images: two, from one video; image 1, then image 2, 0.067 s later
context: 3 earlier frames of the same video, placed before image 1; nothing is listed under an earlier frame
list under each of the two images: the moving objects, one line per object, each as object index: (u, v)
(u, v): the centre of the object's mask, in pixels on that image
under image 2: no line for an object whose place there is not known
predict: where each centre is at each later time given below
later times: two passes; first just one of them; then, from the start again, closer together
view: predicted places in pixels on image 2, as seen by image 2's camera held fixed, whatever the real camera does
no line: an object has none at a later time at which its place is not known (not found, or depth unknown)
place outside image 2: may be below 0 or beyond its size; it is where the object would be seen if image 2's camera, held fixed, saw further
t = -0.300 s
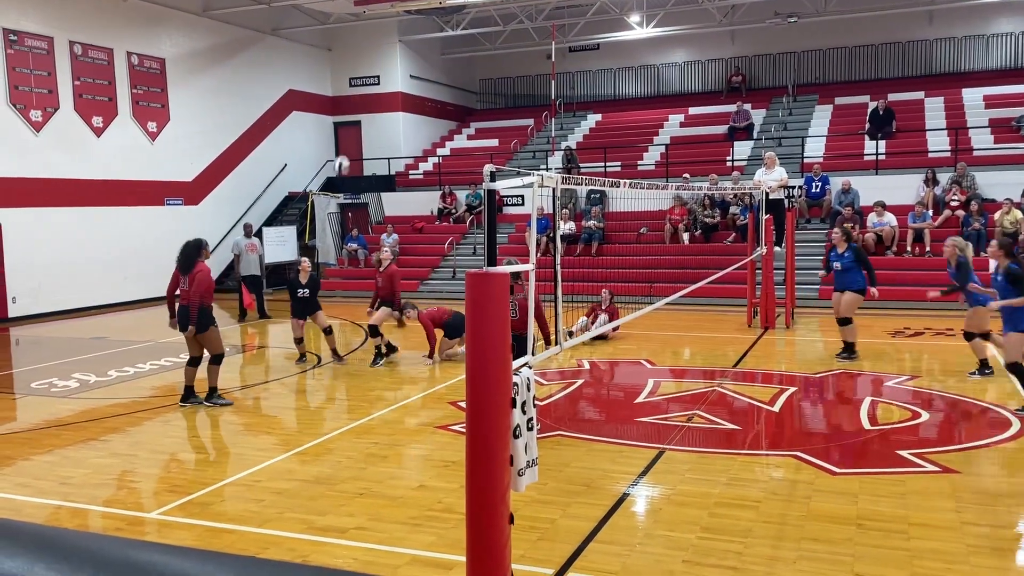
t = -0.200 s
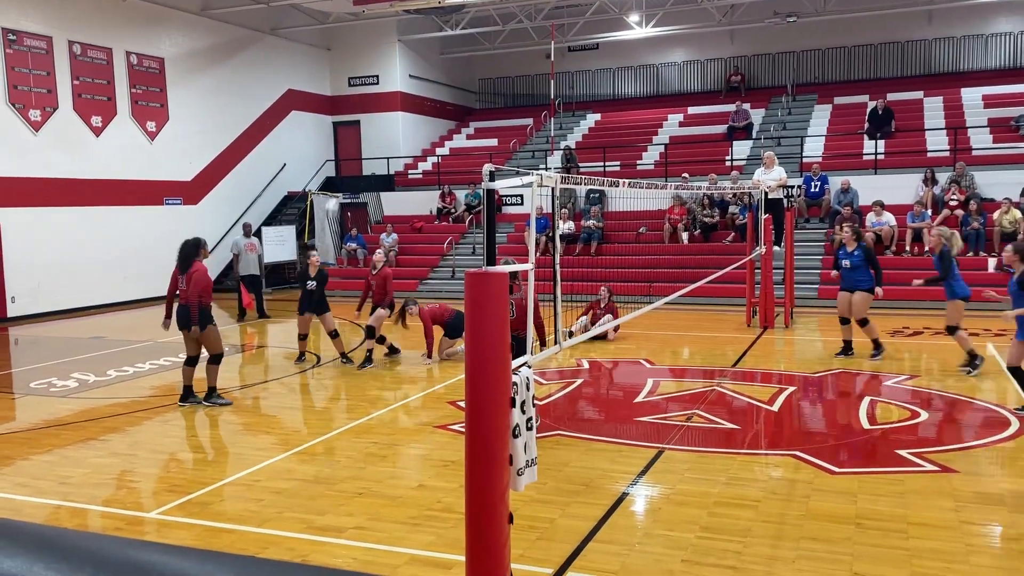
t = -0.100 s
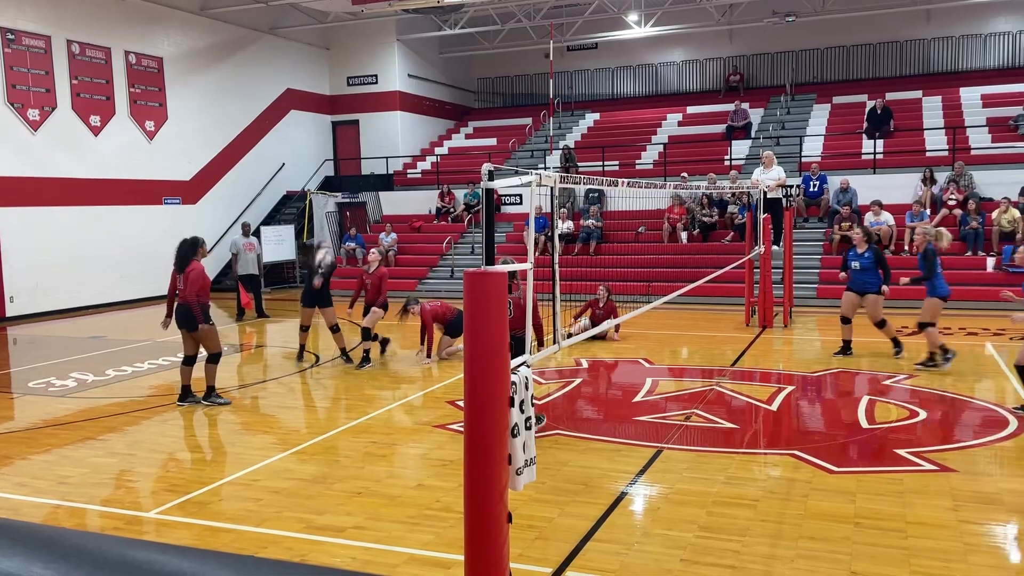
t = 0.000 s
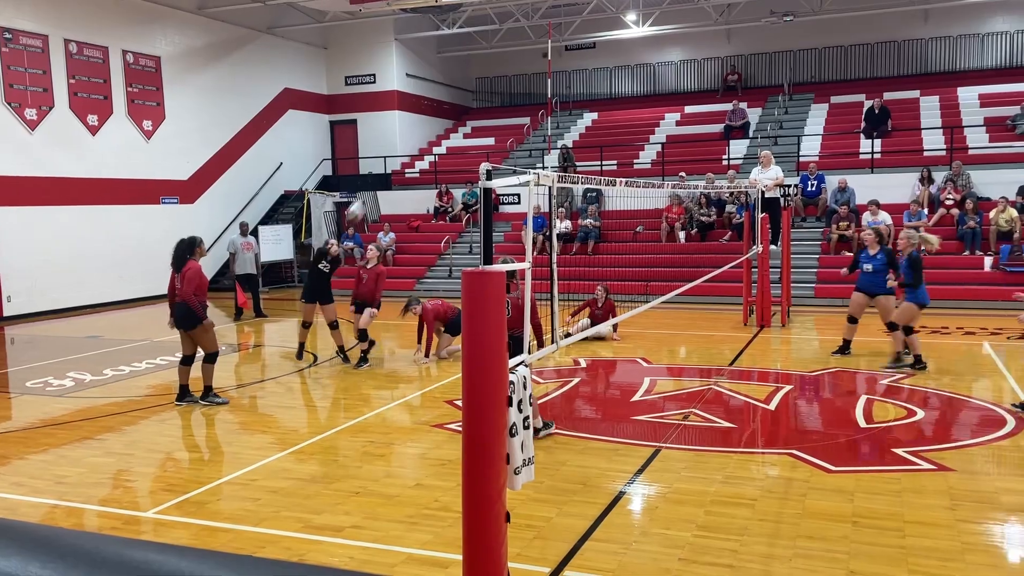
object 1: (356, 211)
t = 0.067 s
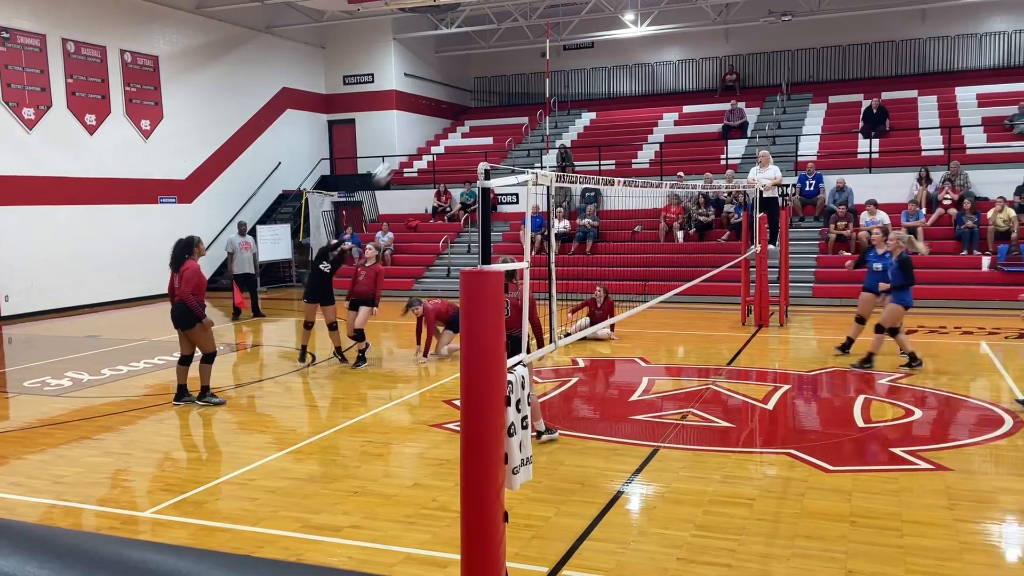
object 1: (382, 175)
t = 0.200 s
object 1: (442, 109)
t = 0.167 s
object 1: (428, 122)
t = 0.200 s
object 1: (442, 109)
